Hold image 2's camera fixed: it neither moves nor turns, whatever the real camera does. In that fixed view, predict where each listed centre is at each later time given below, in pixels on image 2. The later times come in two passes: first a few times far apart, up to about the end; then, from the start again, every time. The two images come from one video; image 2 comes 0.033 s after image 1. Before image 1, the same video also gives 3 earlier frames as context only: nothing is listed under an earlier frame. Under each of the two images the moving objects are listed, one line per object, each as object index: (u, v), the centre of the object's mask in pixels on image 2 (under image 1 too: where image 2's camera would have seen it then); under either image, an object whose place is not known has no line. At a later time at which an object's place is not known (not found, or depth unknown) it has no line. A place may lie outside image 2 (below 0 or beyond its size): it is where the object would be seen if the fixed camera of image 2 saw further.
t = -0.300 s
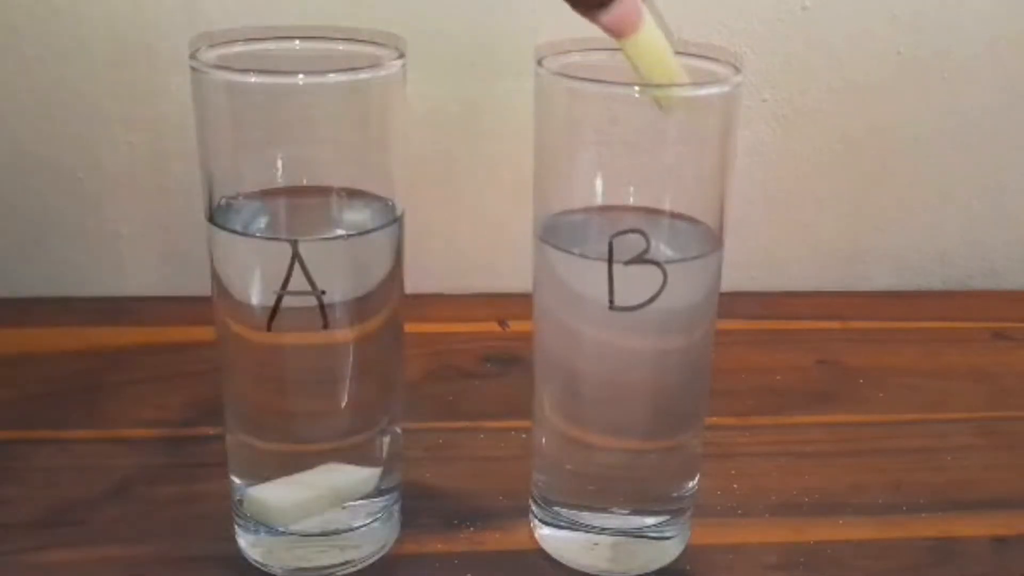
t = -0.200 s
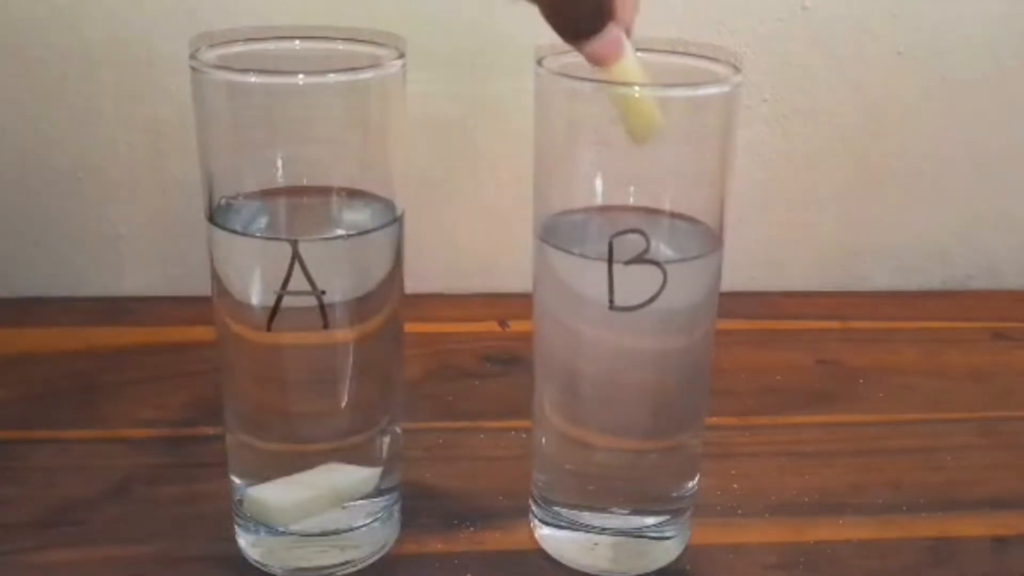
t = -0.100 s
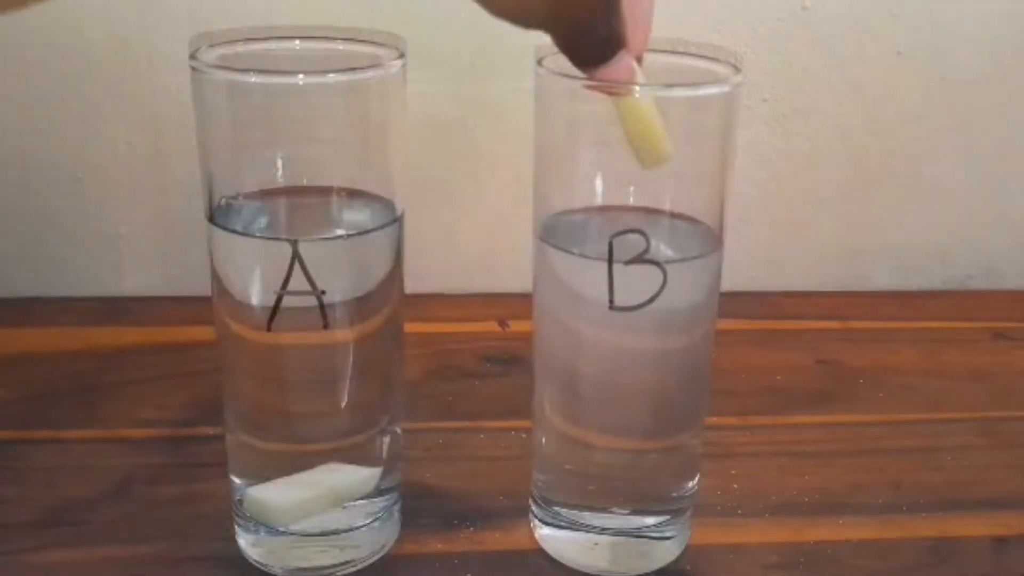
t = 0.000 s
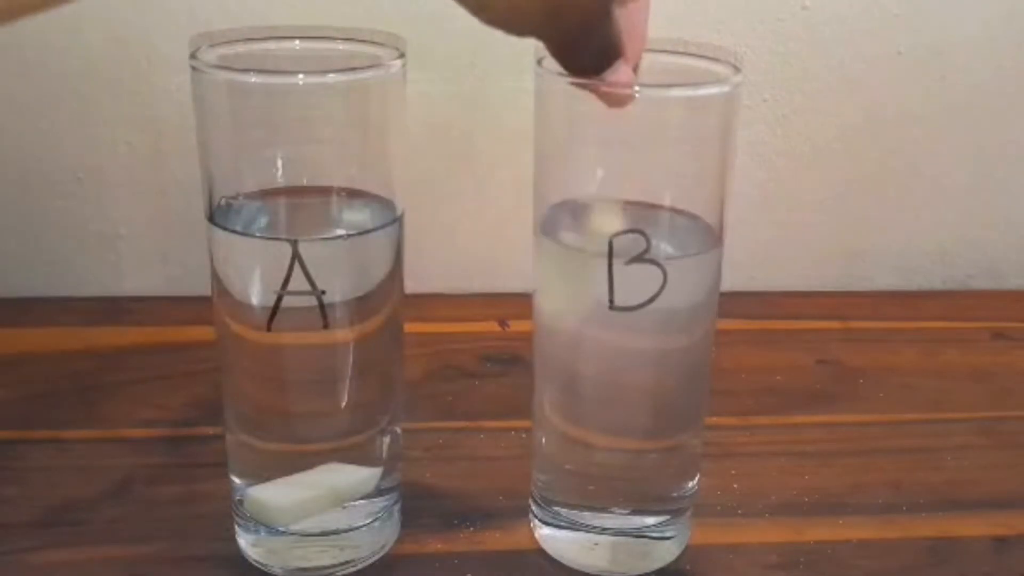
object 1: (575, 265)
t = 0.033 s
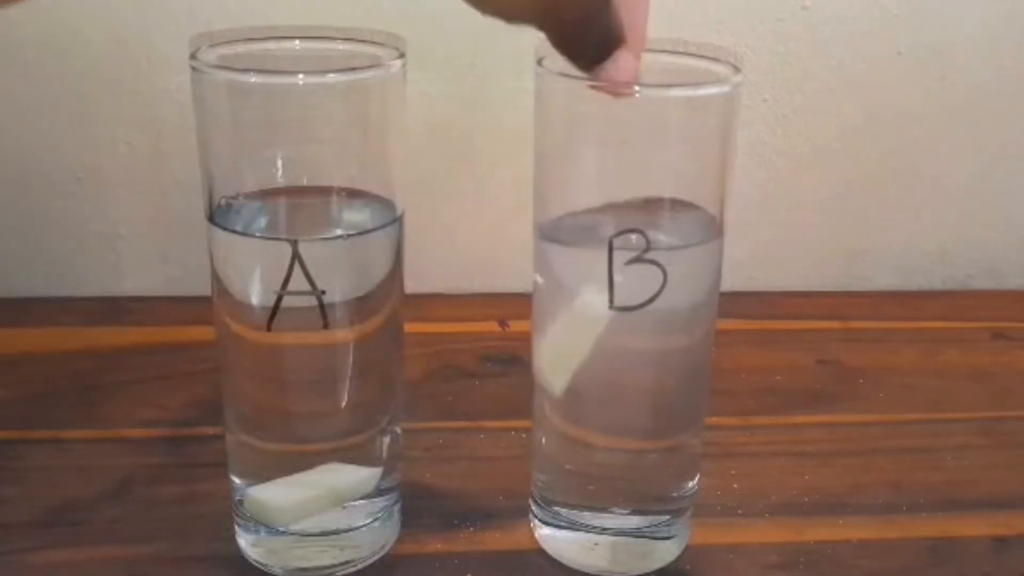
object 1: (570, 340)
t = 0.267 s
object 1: (570, 460)
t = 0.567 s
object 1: (570, 464)
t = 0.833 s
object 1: (580, 466)
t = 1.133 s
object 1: (590, 464)
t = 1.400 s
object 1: (596, 460)
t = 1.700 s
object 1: (597, 454)
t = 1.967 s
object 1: (597, 449)
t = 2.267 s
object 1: (596, 442)
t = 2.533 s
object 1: (592, 434)
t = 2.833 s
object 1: (591, 424)
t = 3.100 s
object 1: (594, 416)
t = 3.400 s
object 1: (599, 407)
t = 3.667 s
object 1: (602, 399)
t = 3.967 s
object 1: (608, 391)
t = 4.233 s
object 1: (612, 384)
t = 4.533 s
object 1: (617, 376)
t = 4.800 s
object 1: (621, 370)
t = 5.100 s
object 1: (625, 363)
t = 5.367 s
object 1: (625, 358)
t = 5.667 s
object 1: (625, 352)
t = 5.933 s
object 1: (626, 346)
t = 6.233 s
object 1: (629, 340)
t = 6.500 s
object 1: (632, 335)
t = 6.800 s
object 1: (635, 330)
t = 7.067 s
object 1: (637, 326)
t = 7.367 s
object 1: (641, 322)
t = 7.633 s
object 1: (645, 318)
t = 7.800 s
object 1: (647, 315)
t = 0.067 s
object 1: (573, 373)
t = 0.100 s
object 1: (569, 400)
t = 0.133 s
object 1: (567, 421)
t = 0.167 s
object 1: (566, 438)
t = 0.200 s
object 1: (566, 451)
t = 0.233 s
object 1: (568, 460)
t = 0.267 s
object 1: (570, 460)
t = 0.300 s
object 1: (570, 460)
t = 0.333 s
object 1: (568, 460)
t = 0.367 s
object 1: (568, 460)
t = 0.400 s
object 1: (567, 462)
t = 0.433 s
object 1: (567, 463)
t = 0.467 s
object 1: (568, 464)
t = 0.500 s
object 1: (569, 464)
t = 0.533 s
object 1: (570, 464)
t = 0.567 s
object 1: (570, 464)
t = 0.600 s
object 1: (571, 465)
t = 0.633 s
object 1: (572, 465)
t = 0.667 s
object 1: (574, 465)
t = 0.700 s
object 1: (575, 465)
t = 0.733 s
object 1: (576, 465)
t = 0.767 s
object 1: (577, 465)
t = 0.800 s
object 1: (579, 466)
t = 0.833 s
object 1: (580, 466)
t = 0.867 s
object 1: (581, 466)
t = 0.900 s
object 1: (582, 467)
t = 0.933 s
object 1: (584, 466)
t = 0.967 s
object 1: (585, 465)
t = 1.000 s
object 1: (586, 466)
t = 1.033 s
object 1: (587, 465)
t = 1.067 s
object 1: (588, 465)
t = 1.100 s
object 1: (589, 464)
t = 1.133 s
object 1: (590, 464)
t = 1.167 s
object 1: (591, 464)
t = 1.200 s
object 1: (592, 463)
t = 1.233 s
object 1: (593, 463)
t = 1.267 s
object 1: (593, 462)
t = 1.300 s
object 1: (594, 462)
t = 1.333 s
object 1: (594, 461)
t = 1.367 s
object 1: (595, 461)
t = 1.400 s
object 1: (596, 460)
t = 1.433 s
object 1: (596, 460)
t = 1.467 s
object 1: (597, 459)
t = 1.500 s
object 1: (597, 458)
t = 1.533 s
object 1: (597, 458)
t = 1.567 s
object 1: (597, 457)
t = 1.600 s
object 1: (597, 456)
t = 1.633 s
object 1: (597, 456)
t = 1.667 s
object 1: (597, 455)
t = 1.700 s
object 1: (597, 454)
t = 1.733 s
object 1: (597, 454)
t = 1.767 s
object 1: (597, 453)
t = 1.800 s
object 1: (597, 452)
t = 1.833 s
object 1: (597, 452)
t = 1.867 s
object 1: (598, 451)
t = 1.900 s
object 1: (598, 450)
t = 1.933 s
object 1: (597, 450)
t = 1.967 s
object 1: (597, 449)
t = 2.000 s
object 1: (597, 448)
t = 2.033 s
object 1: (597, 448)
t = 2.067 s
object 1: (597, 447)
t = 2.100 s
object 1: (596, 446)
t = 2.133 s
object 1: (596, 445)
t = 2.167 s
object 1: (596, 444)
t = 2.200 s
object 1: (596, 444)
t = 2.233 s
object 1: (596, 443)
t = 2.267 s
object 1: (596, 442)
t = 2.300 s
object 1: (595, 441)
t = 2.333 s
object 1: (595, 440)
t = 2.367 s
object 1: (594, 439)
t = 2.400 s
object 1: (594, 438)
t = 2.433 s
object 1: (593, 437)
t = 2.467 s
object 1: (593, 436)
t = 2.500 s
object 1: (592, 435)
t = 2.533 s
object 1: (592, 434)
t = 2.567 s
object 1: (591, 433)
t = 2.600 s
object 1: (591, 432)
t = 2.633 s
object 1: (591, 431)
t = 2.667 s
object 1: (591, 430)
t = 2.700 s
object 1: (591, 428)
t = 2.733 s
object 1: (590, 427)
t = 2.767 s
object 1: (590, 426)
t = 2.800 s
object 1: (591, 425)
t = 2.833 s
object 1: (591, 424)
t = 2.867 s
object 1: (591, 423)
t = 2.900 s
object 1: (591, 422)
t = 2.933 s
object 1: (593, 421)
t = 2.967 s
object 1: (594, 420)
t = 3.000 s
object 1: (594, 418)
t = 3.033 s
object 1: (593, 418)
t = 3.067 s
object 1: (593, 417)
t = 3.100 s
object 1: (594, 416)
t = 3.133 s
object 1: (594, 415)
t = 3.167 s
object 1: (594, 415)
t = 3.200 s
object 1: (595, 413)
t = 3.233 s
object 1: (595, 412)
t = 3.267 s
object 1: (596, 412)
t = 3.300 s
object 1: (597, 411)
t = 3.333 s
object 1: (598, 410)
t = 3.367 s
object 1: (599, 409)
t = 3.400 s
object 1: (599, 407)
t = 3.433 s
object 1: (599, 405)
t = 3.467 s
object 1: (600, 405)
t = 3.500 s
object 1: (601, 403)
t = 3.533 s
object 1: (601, 403)
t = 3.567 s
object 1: (602, 401)
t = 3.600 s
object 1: (602, 401)
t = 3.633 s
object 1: (602, 400)
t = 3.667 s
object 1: (602, 399)
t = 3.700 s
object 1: (603, 399)
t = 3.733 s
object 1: (604, 399)
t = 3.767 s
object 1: (604, 397)
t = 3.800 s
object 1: (604, 396)
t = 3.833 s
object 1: (605, 396)
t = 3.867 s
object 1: (606, 394)
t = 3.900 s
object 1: (606, 394)
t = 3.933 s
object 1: (607, 392)
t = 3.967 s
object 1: (608, 391)
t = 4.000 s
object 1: (608, 390)
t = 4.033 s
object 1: (609, 390)
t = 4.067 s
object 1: (609, 389)
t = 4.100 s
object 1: (610, 388)
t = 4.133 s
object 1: (610, 387)
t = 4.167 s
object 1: (610, 386)
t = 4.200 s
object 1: (611, 385)
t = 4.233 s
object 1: (612, 384)
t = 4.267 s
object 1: (612, 383)
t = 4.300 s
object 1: (613, 382)
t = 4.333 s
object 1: (613, 381)
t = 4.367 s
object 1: (614, 380)
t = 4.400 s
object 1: (614, 380)
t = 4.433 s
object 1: (615, 379)
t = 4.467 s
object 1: (615, 378)
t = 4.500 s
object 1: (616, 377)
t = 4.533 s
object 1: (617, 376)
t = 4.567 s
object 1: (617, 375)
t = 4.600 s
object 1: (618, 375)
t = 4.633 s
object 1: (618, 374)
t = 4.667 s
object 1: (619, 373)
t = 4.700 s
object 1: (620, 372)
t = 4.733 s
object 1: (620, 371)
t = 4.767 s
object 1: (620, 371)
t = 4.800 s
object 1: (621, 370)
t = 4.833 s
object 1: (621, 369)
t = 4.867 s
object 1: (622, 369)
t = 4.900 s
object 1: (622, 368)
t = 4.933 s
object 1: (623, 367)
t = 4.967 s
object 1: (623, 366)
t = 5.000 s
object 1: (623, 365)
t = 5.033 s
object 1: (624, 365)
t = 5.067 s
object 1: (624, 364)
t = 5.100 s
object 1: (625, 363)
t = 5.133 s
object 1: (625, 362)
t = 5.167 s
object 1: (625, 362)
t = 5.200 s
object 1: (625, 361)
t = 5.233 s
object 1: (626, 360)
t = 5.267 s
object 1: (626, 360)
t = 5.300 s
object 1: (625, 359)
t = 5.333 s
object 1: (625, 359)
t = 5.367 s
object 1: (625, 358)
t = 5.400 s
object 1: (625, 357)
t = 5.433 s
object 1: (625, 356)
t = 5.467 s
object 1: (625, 356)
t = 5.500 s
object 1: (625, 356)
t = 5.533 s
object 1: (625, 355)
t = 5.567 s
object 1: (625, 354)
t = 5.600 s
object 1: (625, 353)
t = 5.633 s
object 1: (625, 353)
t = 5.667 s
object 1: (625, 352)
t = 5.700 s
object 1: (625, 351)
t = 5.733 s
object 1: (625, 350)
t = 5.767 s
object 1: (625, 350)
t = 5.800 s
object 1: (626, 349)
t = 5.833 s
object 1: (626, 348)
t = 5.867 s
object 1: (626, 348)
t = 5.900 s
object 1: (626, 347)
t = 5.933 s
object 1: (626, 346)
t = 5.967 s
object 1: (626, 346)
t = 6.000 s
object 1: (627, 345)
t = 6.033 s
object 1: (627, 344)
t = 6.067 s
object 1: (627, 343)
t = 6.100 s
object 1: (628, 343)
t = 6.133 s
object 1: (628, 342)
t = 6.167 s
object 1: (628, 341)
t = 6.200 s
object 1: (629, 341)
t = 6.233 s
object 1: (629, 340)
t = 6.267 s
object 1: (629, 339)
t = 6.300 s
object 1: (630, 339)
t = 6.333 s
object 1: (631, 338)
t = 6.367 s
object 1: (631, 338)
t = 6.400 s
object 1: (631, 337)
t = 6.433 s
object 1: (632, 336)
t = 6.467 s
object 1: (632, 336)
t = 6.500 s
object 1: (632, 335)
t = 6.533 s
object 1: (632, 335)
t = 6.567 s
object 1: (632, 334)
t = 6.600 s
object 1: (633, 334)
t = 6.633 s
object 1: (633, 333)
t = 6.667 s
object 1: (634, 332)
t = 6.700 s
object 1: (634, 332)
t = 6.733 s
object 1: (634, 331)
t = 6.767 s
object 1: (634, 331)
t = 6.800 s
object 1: (635, 330)
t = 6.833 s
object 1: (635, 330)
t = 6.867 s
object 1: (635, 329)
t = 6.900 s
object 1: (635, 329)
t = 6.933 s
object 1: (636, 328)
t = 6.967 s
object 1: (636, 328)
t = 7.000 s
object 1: (636, 327)
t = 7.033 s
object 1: (637, 327)
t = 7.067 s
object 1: (637, 326)
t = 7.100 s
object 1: (637, 326)
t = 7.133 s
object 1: (638, 325)
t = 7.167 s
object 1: (638, 325)
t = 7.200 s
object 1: (639, 324)
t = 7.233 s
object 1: (639, 324)
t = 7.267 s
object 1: (640, 323)
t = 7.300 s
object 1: (640, 323)
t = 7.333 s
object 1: (641, 322)
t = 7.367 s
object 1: (641, 322)
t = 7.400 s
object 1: (642, 321)
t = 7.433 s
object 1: (642, 321)
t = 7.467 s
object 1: (643, 321)
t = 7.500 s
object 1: (643, 320)
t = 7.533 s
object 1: (643, 320)
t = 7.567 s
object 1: (644, 319)
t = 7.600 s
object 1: (645, 319)
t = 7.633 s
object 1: (645, 318)
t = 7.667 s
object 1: (646, 317)
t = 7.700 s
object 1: (646, 316)
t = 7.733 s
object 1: (646, 316)
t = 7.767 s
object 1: (646, 316)
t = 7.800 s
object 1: (647, 315)
